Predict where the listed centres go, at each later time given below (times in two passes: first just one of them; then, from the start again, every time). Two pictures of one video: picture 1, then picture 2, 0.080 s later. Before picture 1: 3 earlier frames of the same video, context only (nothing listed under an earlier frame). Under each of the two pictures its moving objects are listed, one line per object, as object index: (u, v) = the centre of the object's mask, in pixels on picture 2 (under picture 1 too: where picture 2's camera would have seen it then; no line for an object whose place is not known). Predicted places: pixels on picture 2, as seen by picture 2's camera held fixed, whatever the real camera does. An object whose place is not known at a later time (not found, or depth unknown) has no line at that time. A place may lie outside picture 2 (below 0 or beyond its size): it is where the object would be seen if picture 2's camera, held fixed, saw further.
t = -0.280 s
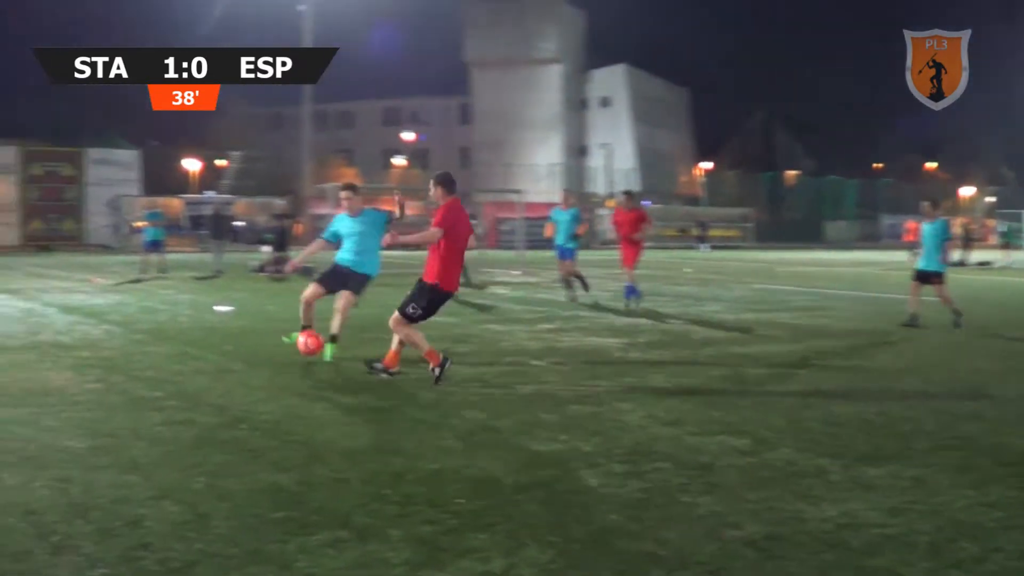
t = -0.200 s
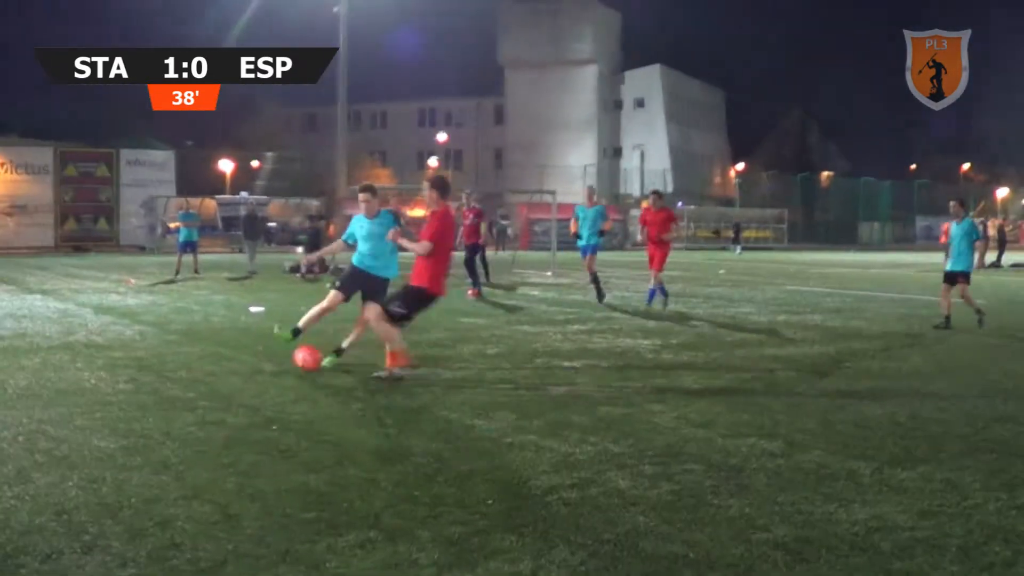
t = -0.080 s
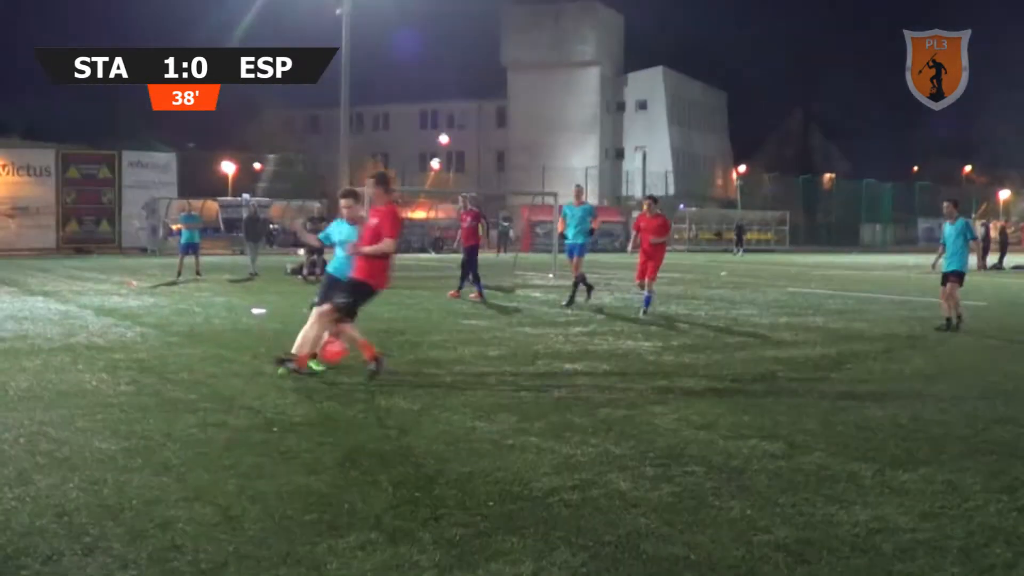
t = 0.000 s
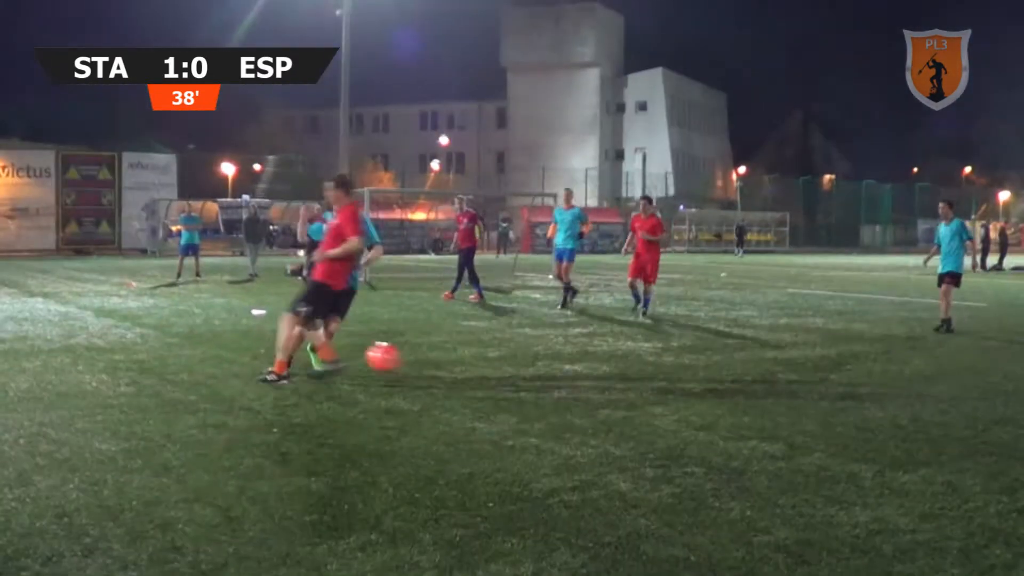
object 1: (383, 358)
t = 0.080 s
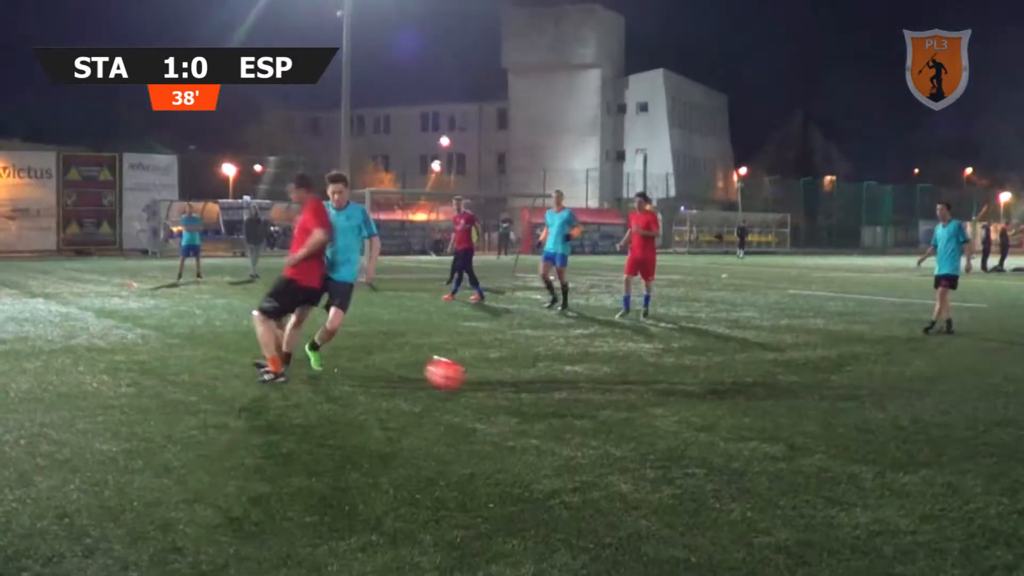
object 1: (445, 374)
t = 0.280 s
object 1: (639, 426)
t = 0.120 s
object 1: (480, 385)
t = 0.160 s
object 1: (516, 401)
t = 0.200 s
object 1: (558, 421)
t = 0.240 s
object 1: (598, 426)
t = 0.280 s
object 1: (639, 426)
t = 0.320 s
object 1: (684, 428)
